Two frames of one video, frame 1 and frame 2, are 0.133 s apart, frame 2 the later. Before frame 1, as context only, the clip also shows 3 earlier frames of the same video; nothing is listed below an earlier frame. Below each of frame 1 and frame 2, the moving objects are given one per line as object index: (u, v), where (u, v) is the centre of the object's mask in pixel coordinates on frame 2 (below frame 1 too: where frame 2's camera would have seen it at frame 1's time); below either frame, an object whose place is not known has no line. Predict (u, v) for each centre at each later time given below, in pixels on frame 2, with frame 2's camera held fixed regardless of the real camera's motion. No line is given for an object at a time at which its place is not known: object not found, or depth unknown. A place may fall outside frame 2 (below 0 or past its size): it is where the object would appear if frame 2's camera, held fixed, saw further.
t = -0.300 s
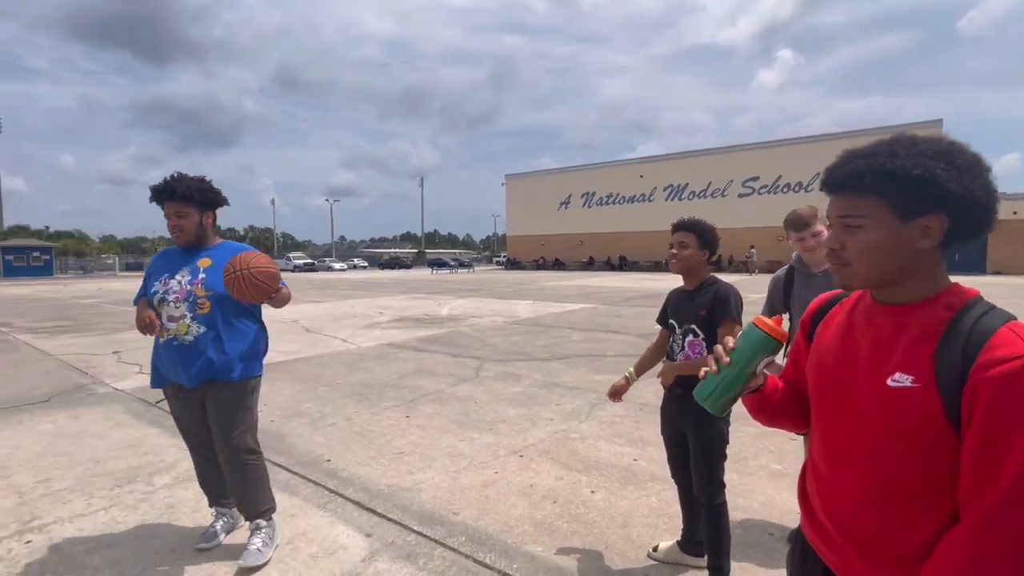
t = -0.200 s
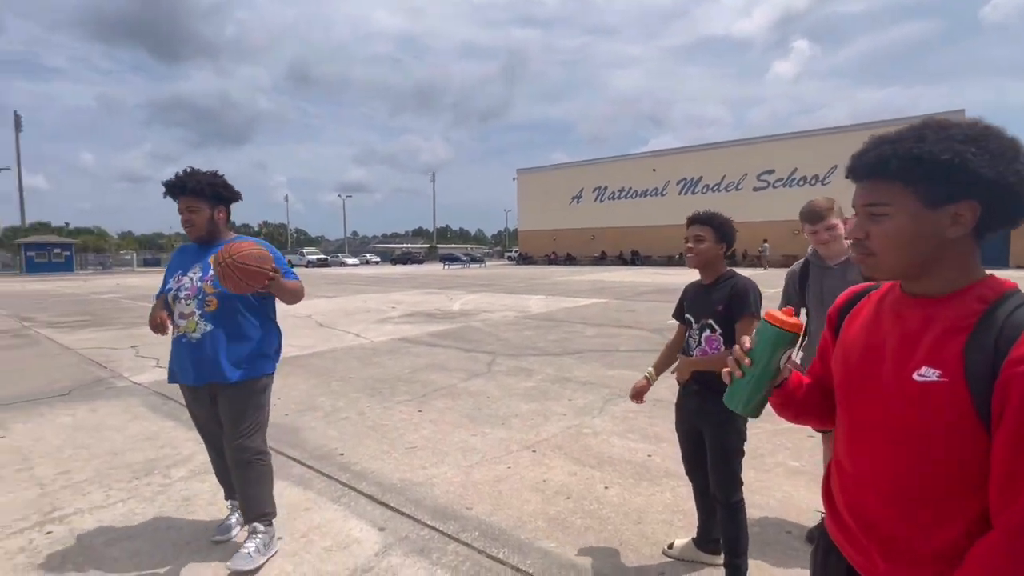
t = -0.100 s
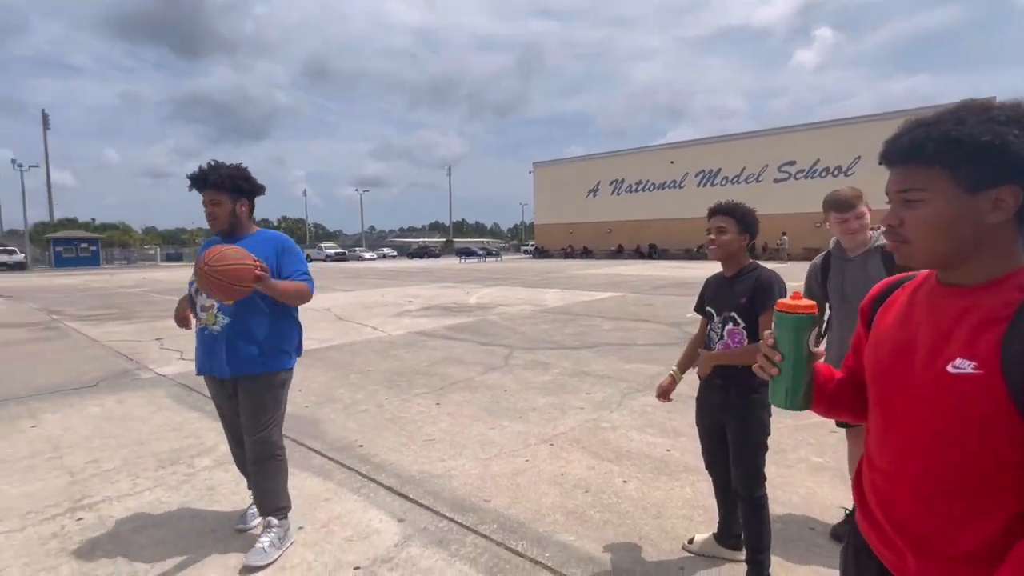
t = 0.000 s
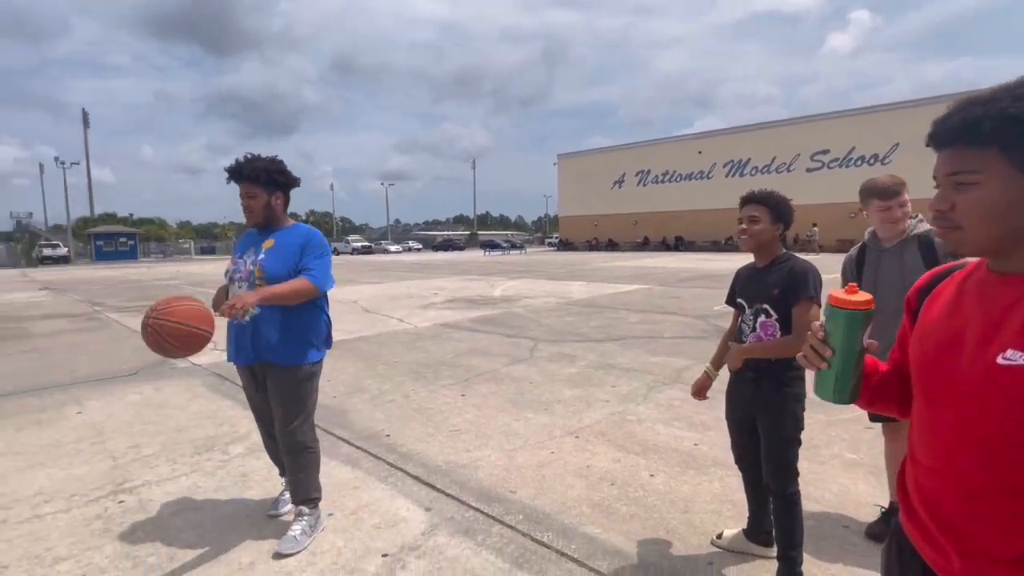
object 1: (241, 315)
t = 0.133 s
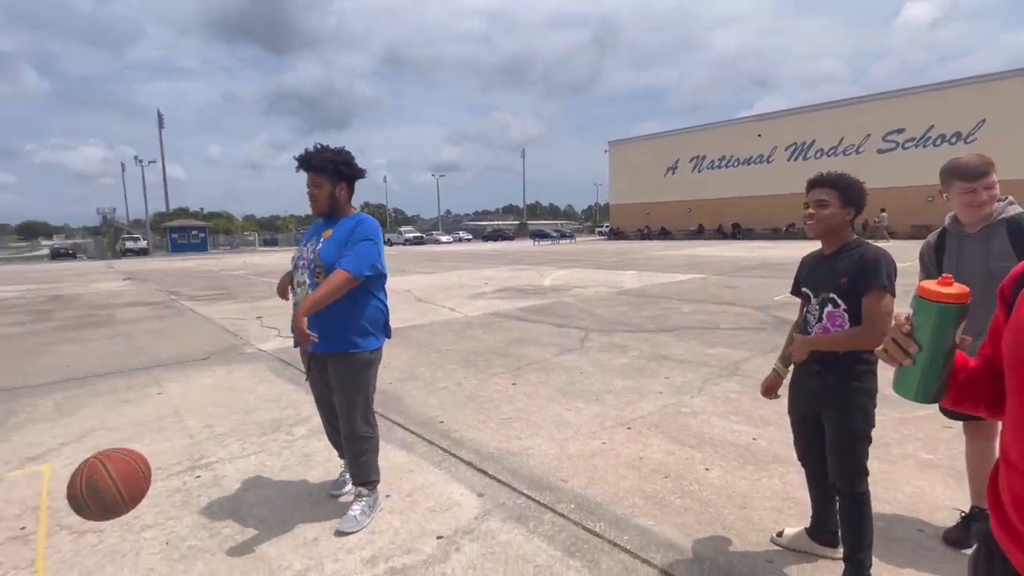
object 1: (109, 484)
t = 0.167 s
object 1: (73, 540)
